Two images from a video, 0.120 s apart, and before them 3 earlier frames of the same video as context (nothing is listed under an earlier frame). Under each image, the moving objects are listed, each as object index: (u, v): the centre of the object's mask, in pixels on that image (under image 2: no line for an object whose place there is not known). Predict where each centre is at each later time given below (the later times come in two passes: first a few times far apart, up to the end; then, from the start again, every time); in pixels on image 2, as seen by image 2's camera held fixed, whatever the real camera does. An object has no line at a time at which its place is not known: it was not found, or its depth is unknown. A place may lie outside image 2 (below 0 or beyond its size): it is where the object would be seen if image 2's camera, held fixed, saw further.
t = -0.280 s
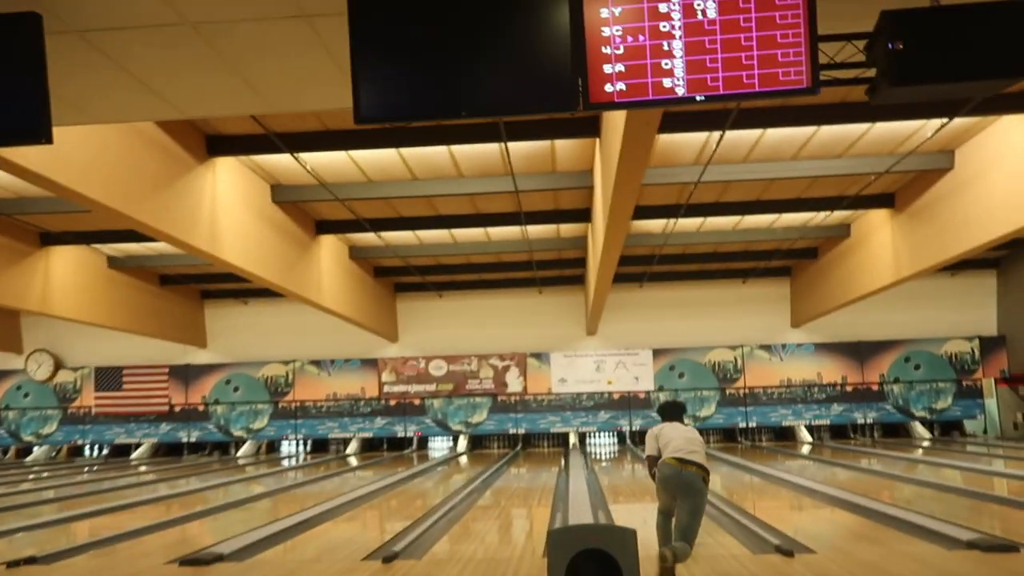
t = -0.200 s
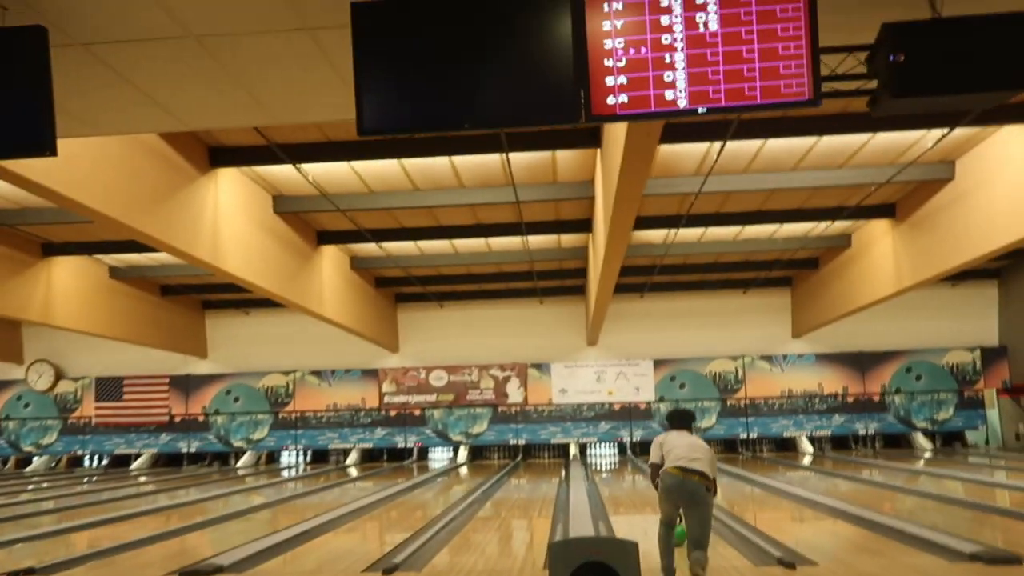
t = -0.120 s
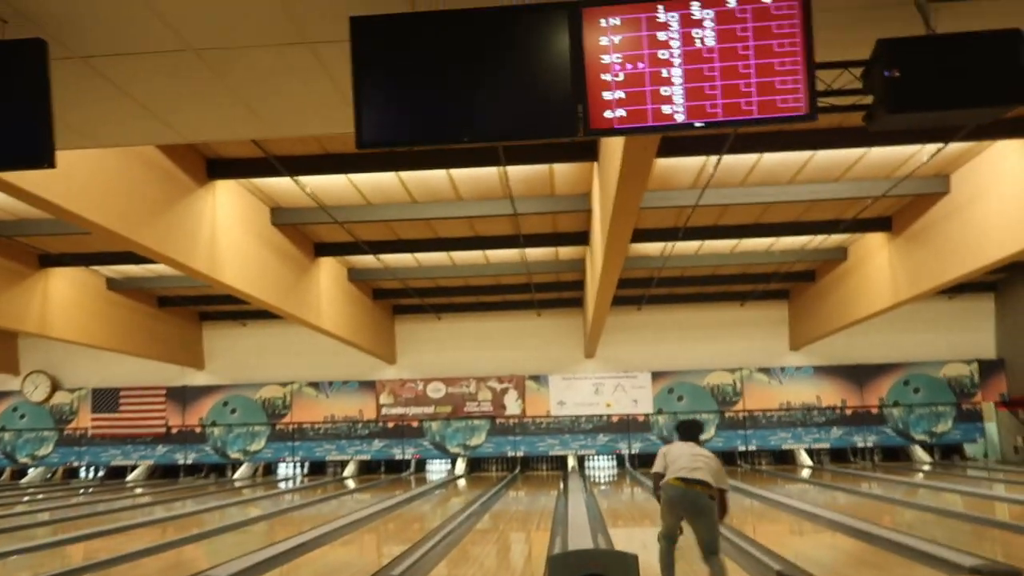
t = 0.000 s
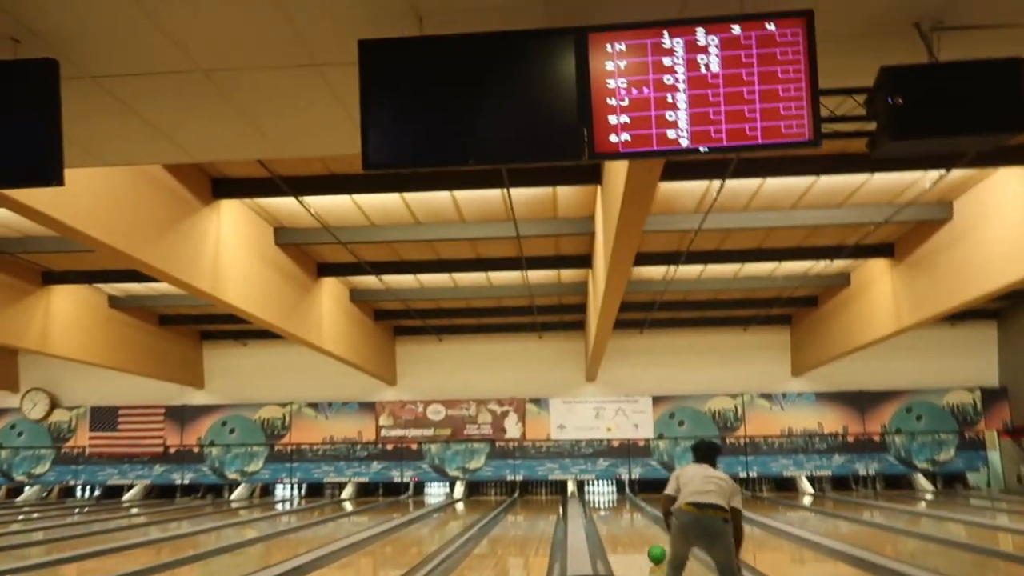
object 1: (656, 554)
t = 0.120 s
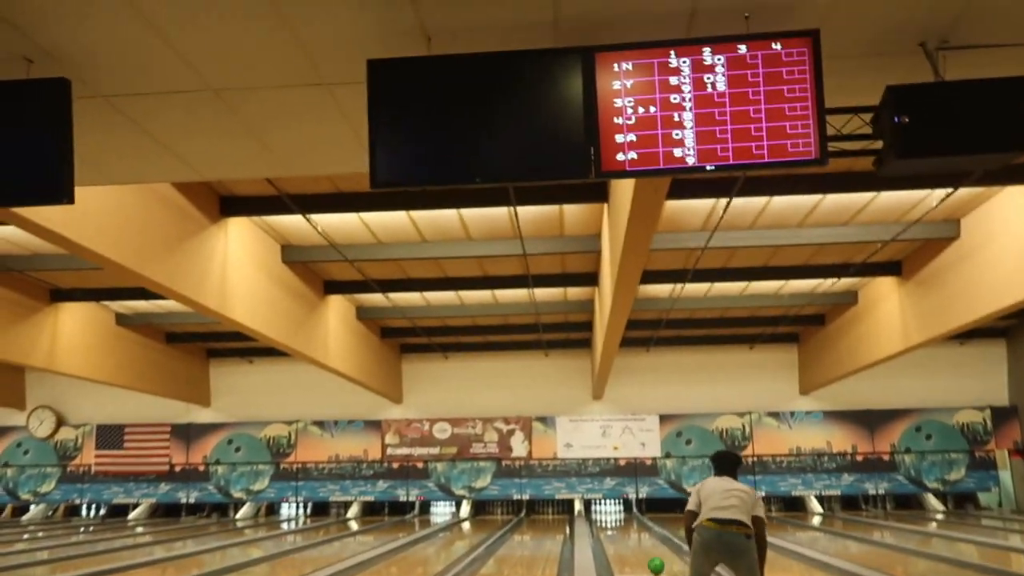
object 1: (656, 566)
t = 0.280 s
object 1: (646, 551)
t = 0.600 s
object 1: (631, 537)
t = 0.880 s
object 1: (623, 528)
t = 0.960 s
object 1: (621, 526)
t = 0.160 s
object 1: (653, 562)
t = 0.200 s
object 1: (651, 558)
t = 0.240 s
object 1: (648, 555)
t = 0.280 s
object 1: (646, 551)
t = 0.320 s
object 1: (644, 548)
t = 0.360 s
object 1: (642, 545)
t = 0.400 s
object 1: (637, 541)
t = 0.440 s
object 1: (635, 543)
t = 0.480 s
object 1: (633, 542)
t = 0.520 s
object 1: (632, 539)
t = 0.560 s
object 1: (632, 538)
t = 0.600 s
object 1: (631, 537)
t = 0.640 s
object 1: (629, 536)
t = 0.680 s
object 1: (628, 534)
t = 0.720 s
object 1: (626, 532)
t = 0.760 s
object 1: (625, 532)
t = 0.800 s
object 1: (624, 530)
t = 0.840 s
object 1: (624, 530)
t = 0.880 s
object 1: (623, 528)
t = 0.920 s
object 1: (622, 528)
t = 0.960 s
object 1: (621, 526)
